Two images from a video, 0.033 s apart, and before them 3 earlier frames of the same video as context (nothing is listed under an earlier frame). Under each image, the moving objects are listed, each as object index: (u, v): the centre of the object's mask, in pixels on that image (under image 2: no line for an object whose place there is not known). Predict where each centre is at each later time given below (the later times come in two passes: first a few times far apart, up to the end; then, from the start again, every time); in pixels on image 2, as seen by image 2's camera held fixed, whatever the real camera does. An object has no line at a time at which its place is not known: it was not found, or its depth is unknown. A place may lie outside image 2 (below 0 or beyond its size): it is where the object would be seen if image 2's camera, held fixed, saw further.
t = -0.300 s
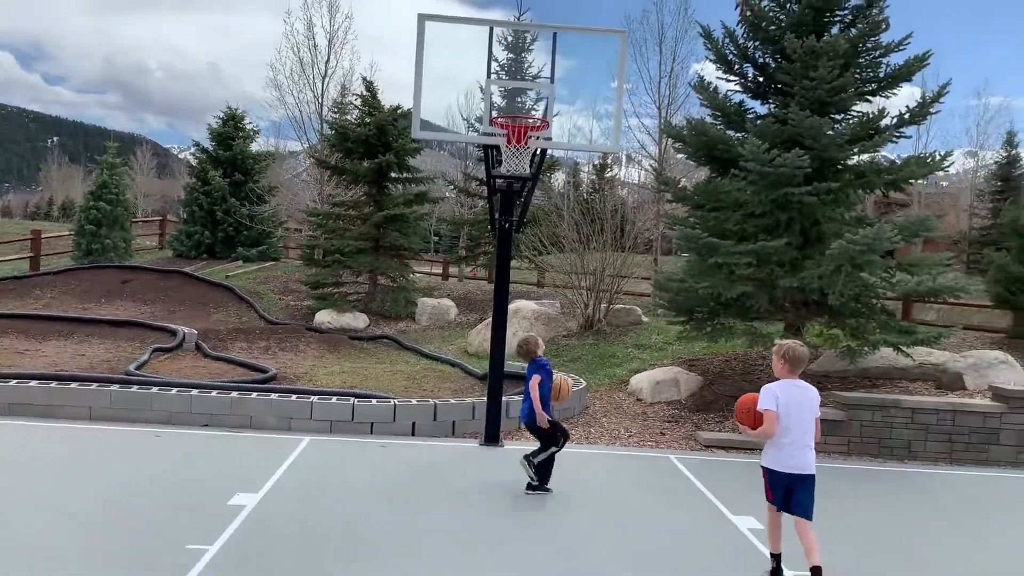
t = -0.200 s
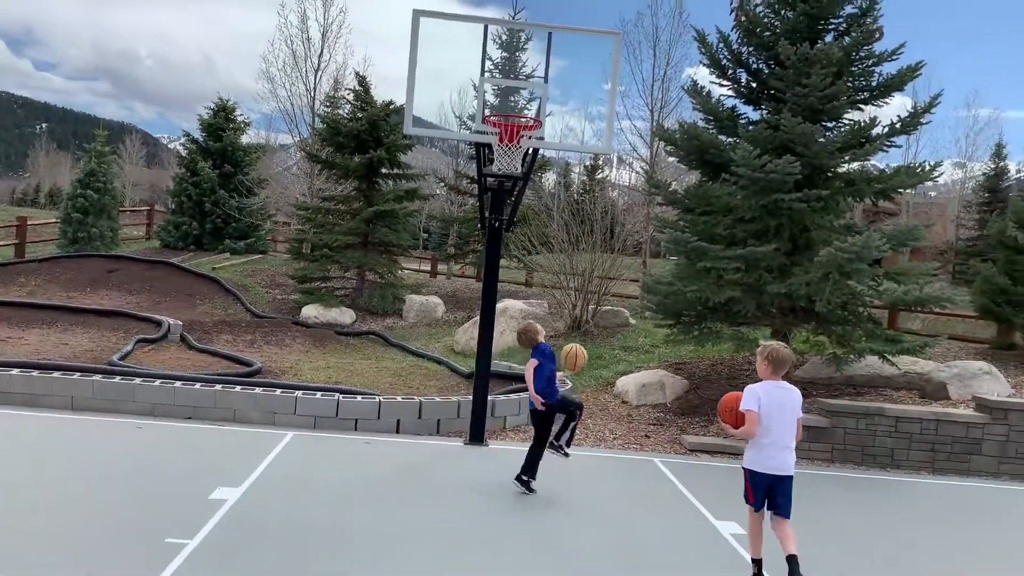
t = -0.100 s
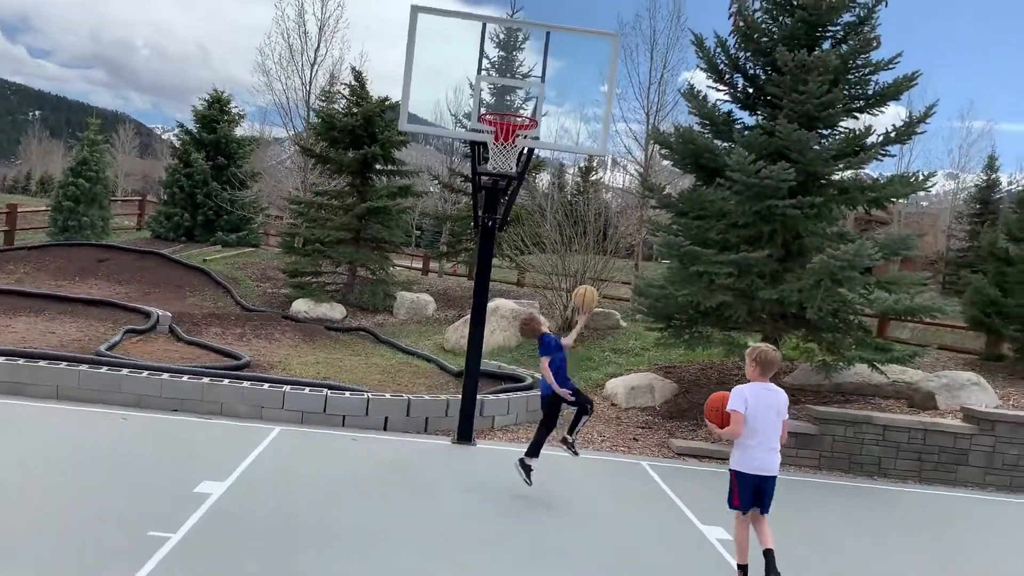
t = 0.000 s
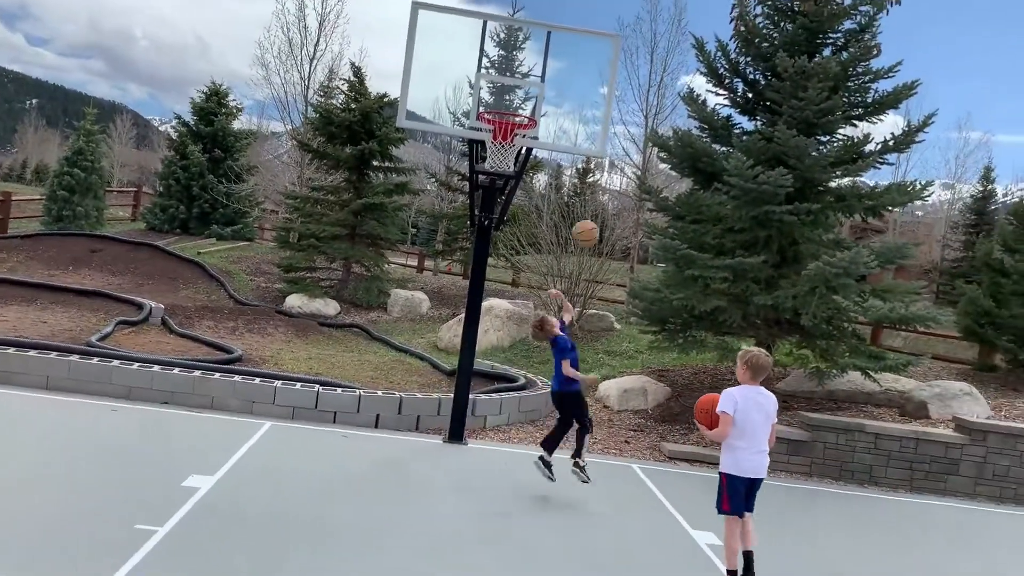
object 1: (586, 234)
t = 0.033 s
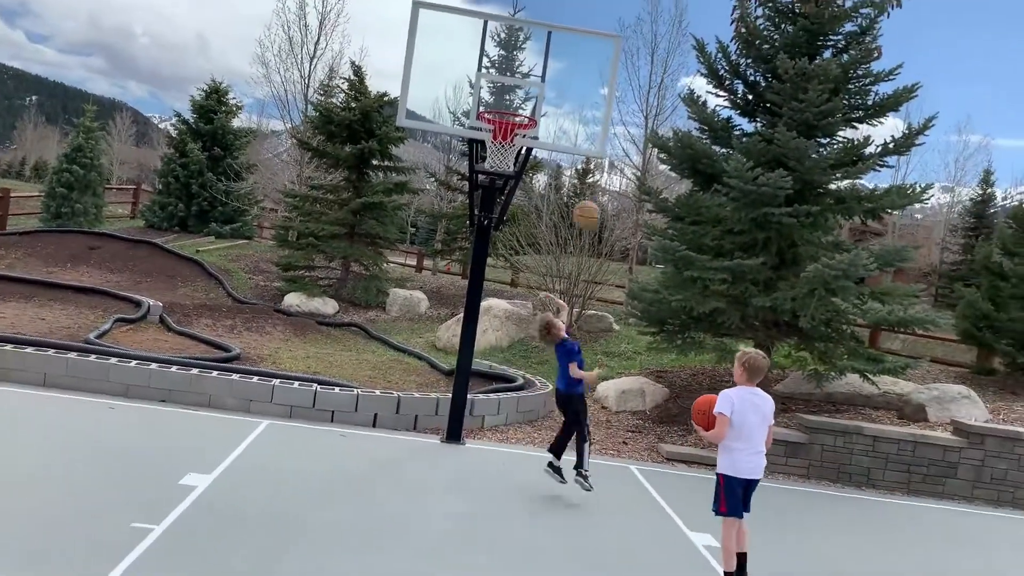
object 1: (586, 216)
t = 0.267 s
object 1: (592, 107)
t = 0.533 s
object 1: (587, 60)
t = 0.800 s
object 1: (569, 98)
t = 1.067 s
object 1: (532, 226)
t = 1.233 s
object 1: (505, 349)
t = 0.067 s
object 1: (587, 195)
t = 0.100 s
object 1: (589, 176)
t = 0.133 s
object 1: (590, 162)
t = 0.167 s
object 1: (590, 147)
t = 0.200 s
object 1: (591, 132)
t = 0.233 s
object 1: (592, 119)
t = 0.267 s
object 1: (592, 107)
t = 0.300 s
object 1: (592, 97)
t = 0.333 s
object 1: (592, 88)
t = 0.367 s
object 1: (592, 80)
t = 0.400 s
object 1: (592, 73)
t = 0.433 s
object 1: (591, 68)
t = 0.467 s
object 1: (590, 64)
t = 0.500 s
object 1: (589, 61)
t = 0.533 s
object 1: (587, 60)
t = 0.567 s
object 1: (586, 60)
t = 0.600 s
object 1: (584, 61)
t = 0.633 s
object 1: (582, 64)
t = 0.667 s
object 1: (580, 68)
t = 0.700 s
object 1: (577, 73)
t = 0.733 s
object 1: (575, 80)
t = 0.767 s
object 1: (572, 89)
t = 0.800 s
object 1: (569, 98)
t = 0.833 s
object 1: (566, 109)
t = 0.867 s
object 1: (562, 121)
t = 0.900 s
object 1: (559, 135)
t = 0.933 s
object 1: (555, 150)
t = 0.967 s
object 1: (547, 168)
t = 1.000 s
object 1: (540, 186)
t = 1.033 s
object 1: (537, 205)
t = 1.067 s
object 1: (532, 226)
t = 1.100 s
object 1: (527, 247)
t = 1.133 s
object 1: (523, 271)
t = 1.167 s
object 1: (517, 296)
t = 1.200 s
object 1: (511, 323)
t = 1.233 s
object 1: (505, 349)
